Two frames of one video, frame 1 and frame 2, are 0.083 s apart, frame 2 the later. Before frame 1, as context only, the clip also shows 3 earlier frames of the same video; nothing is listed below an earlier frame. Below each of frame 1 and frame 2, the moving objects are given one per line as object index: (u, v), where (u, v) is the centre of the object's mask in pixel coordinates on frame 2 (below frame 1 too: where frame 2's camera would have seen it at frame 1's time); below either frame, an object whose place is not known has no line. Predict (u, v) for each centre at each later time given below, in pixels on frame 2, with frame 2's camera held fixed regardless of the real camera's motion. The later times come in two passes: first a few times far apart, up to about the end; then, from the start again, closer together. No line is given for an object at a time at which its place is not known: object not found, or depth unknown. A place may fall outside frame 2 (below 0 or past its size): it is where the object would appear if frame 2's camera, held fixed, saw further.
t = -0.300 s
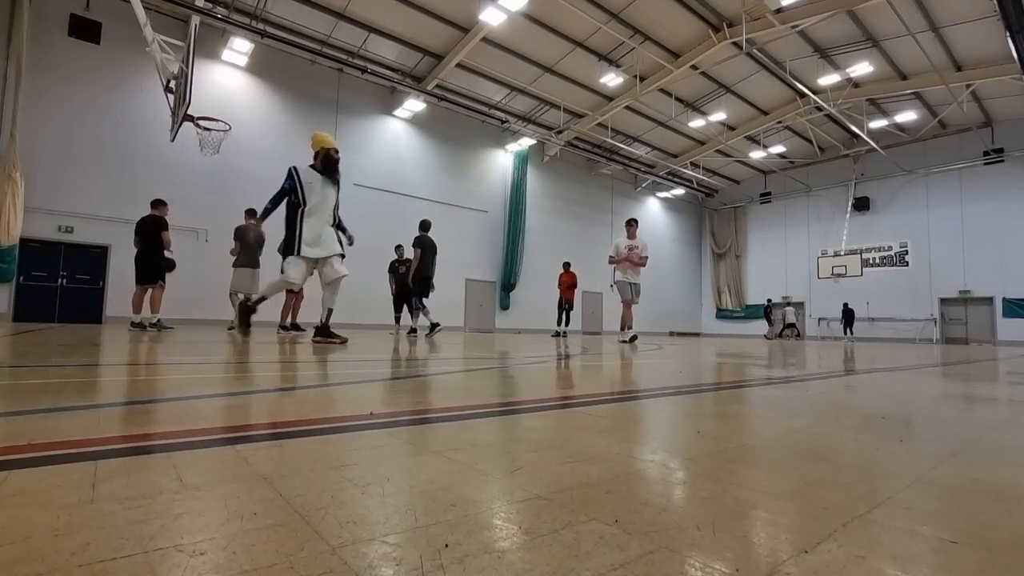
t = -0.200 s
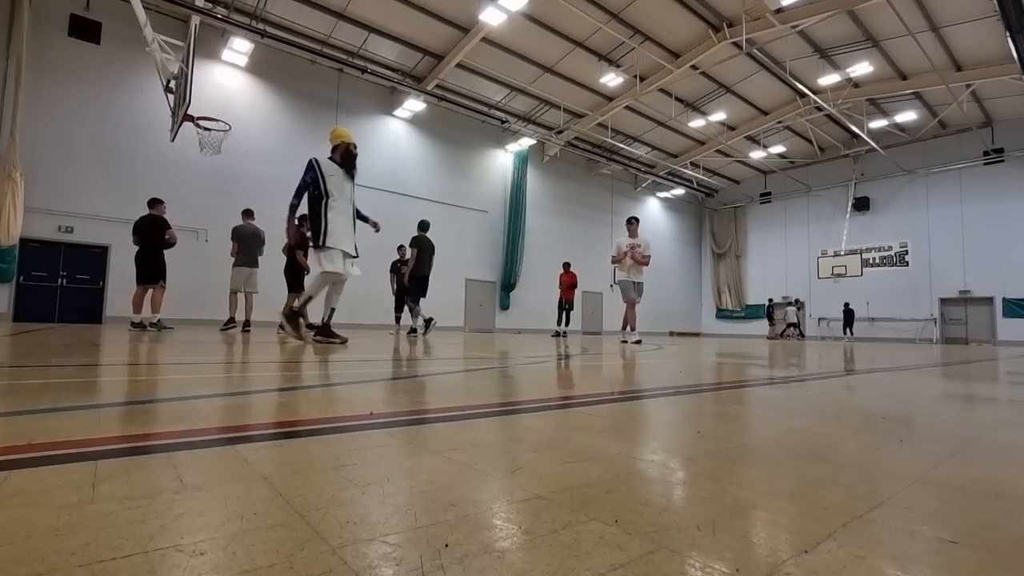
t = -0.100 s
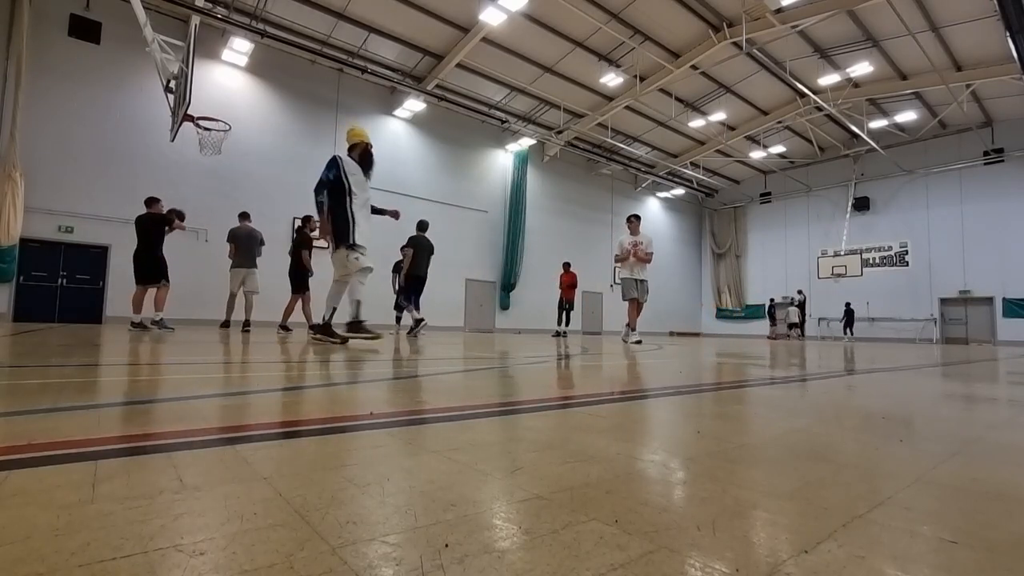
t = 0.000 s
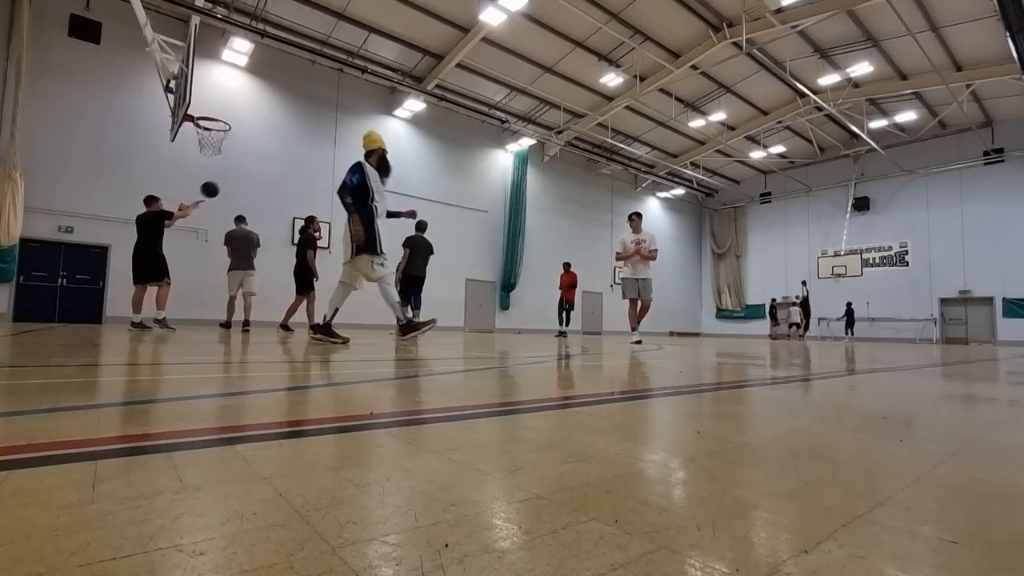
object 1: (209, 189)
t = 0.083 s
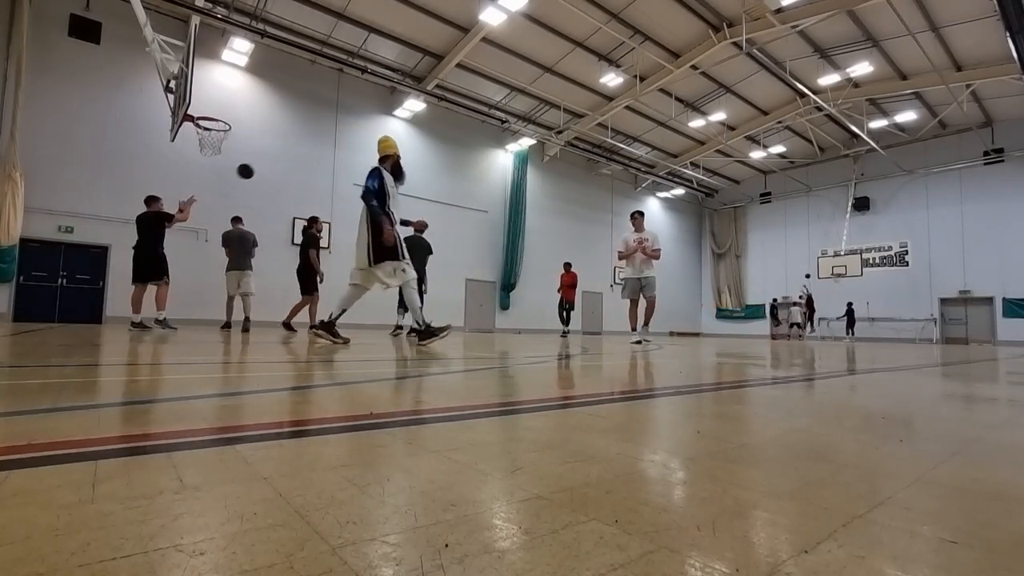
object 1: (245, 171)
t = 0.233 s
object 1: (301, 152)
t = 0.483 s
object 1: (377, 152)
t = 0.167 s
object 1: (277, 159)
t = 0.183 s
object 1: (284, 156)
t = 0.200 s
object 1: (290, 155)
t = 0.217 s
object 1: (295, 153)
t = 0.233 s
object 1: (301, 152)
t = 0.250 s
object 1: (307, 151)
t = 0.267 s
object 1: (312, 150)
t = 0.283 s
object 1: (318, 149)
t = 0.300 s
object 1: (323, 148)
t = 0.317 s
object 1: (328, 148)
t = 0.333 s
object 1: (334, 148)
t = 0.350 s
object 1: (339, 148)
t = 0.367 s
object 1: (344, 148)
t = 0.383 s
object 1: (349, 148)
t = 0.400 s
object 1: (354, 148)
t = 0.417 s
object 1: (359, 148)
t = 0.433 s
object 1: (363, 149)
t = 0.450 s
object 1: (368, 150)
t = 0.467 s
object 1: (373, 151)
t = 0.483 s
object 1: (377, 152)
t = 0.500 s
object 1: (382, 153)
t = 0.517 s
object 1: (386, 154)
